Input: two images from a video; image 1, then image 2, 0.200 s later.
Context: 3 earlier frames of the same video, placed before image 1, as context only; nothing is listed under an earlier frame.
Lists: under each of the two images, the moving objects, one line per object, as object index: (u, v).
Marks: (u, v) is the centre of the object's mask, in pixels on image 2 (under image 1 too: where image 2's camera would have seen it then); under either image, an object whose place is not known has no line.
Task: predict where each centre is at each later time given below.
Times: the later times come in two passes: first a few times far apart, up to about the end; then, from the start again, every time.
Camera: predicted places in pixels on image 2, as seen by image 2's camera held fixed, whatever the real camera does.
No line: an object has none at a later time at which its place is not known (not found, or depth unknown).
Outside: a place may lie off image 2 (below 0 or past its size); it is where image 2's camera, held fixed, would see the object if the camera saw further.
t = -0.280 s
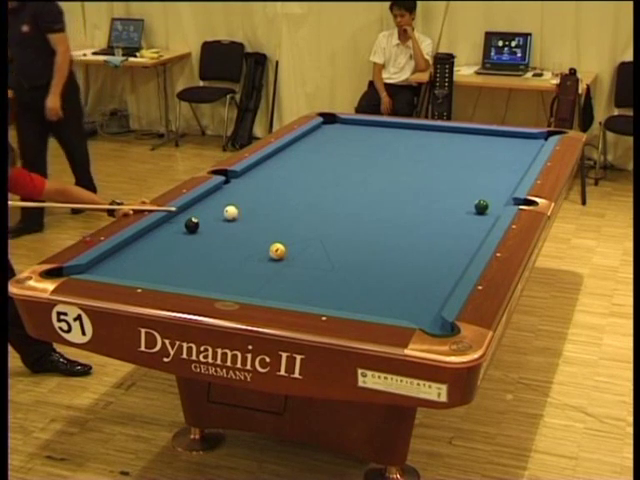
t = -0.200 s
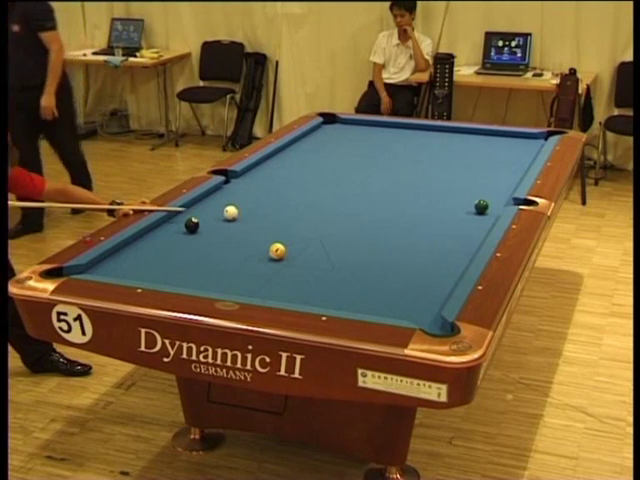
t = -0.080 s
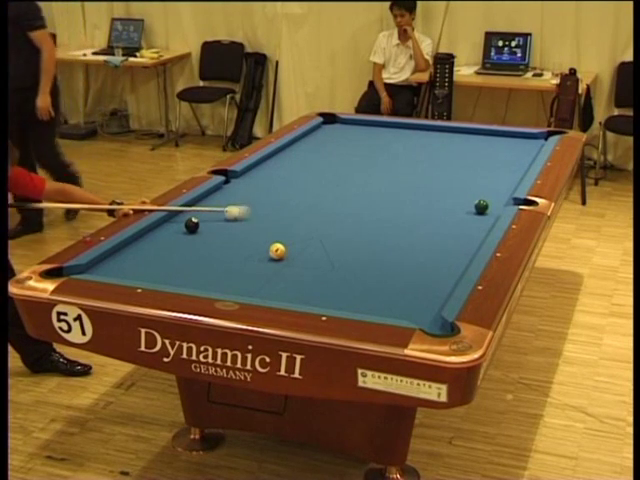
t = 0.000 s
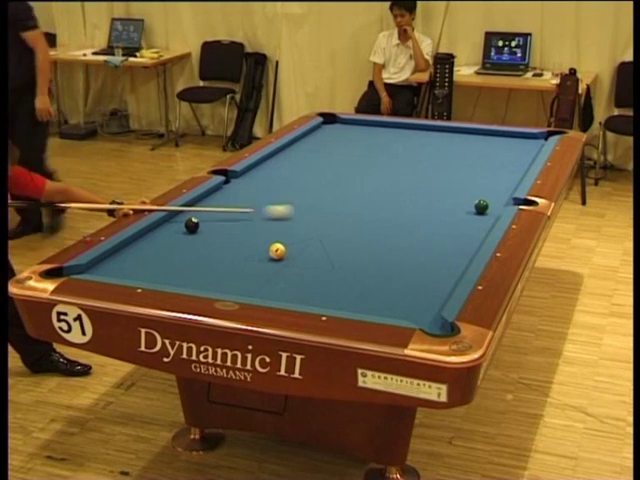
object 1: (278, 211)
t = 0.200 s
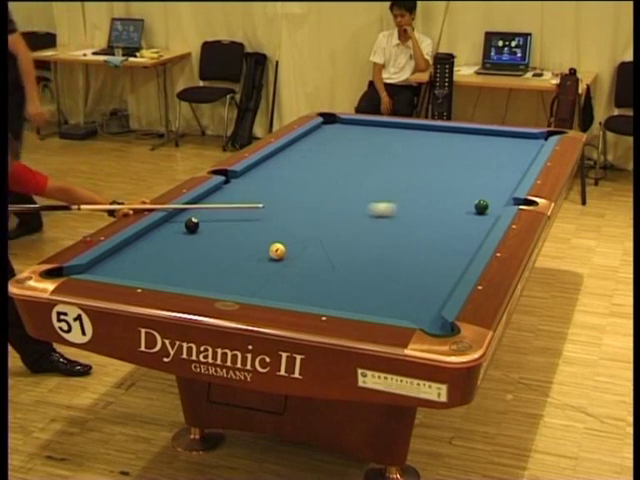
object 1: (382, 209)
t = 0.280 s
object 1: (422, 208)
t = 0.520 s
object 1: (480, 210)
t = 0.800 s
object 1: (483, 210)
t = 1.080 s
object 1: (460, 206)
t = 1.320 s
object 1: (443, 204)
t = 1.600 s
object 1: (423, 201)
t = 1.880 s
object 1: (405, 198)
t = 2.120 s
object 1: (392, 196)
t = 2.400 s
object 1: (376, 194)
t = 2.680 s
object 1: (363, 192)
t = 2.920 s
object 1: (353, 191)
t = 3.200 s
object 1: (342, 189)
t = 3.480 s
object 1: (333, 187)
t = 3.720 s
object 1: (326, 186)
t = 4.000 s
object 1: (319, 186)
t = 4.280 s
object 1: (313, 184)
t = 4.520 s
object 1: (309, 184)
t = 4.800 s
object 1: (306, 183)
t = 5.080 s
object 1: (304, 183)
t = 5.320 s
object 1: (304, 183)
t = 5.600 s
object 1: (303, 183)
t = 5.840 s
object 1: (303, 183)
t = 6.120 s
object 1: (303, 183)
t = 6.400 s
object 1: (303, 182)
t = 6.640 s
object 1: (303, 182)
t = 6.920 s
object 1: (303, 182)
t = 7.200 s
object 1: (303, 182)
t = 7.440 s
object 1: (303, 183)
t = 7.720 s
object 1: (303, 183)
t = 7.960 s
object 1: (303, 183)
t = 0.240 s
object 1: (402, 209)
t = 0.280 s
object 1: (422, 208)
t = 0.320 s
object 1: (442, 208)
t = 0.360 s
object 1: (461, 207)
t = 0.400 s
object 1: (470, 208)
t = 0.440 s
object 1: (472, 209)
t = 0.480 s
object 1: (475, 209)
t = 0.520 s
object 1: (480, 210)
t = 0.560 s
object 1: (485, 211)
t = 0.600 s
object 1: (491, 211)
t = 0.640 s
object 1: (496, 211)
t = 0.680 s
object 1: (494, 211)
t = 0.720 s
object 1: (490, 211)
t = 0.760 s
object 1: (487, 210)
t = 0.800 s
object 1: (483, 210)
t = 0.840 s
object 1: (480, 209)
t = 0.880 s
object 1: (477, 209)
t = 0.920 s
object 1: (473, 208)
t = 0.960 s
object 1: (470, 208)
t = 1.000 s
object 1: (467, 207)
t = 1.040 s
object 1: (464, 207)
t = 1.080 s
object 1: (460, 206)
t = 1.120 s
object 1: (457, 206)
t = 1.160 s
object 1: (455, 206)
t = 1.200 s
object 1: (452, 205)
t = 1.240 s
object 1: (449, 205)
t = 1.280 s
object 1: (446, 204)
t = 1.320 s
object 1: (443, 204)
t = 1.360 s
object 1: (440, 203)
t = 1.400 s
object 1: (437, 203)
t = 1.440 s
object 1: (434, 202)
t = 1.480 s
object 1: (431, 202)
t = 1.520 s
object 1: (429, 202)
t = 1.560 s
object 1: (426, 201)
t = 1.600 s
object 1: (423, 201)
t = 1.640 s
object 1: (420, 201)
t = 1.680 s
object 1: (417, 200)
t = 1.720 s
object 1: (415, 200)
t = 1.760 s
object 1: (413, 200)
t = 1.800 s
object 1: (410, 199)
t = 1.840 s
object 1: (408, 199)
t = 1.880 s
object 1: (405, 198)
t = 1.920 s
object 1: (403, 198)
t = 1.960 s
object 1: (400, 198)
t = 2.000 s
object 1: (398, 197)
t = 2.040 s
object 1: (396, 197)
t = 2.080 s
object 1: (394, 197)
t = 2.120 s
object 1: (392, 196)
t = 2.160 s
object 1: (389, 196)
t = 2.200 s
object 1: (387, 196)
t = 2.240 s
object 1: (384, 195)
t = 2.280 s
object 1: (382, 195)
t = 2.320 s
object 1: (380, 195)
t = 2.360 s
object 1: (378, 195)
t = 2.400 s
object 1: (376, 194)
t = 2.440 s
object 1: (374, 194)
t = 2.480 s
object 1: (372, 194)
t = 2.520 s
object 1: (370, 193)
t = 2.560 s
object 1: (368, 193)
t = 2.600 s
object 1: (366, 193)
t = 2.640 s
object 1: (365, 192)
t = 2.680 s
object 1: (363, 192)
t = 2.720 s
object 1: (361, 192)
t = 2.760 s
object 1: (360, 191)
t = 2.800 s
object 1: (358, 191)
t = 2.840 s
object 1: (356, 191)
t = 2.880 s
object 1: (355, 191)
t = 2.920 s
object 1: (353, 191)
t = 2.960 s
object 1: (351, 190)
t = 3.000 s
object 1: (350, 190)
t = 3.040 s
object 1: (348, 190)
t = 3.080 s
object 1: (346, 190)
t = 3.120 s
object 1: (345, 190)
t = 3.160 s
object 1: (343, 189)
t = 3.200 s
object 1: (342, 189)
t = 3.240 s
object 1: (341, 189)
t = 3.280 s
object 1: (339, 189)
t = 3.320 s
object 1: (338, 188)
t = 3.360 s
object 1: (337, 188)
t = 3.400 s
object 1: (336, 188)
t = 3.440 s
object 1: (334, 188)
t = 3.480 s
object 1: (333, 187)
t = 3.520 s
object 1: (332, 187)
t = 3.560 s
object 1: (330, 187)
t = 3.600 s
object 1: (329, 187)
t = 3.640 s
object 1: (328, 187)
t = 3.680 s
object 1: (327, 187)
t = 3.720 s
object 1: (326, 186)
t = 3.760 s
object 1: (325, 186)
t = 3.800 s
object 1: (324, 186)
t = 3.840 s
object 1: (323, 186)
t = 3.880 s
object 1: (322, 186)
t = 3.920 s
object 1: (321, 186)
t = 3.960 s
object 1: (320, 186)
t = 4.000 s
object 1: (319, 186)
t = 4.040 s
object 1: (318, 185)
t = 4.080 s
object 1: (317, 185)
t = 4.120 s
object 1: (316, 185)
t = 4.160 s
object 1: (315, 185)
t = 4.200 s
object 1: (315, 185)
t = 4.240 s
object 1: (314, 185)
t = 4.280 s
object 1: (313, 184)
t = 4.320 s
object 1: (312, 184)
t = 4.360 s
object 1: (312, 184)
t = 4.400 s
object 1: (311, 184)
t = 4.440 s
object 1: (310, 184)
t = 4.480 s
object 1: (310, 184)
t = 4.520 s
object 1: (309, 184)
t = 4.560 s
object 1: (309, 184)
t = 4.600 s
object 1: (308, 184)
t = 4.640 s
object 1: (308, 184)
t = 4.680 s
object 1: (307, 183)
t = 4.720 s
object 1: (307, 183)
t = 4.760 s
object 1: (306, 183)
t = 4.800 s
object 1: (306, 183)
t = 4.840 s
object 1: (305, 183)
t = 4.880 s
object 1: (305, 183)
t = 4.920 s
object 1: (305, 183)
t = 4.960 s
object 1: (305, 183)
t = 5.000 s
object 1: (304, 183)
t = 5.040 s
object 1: (304, 183)
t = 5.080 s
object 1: (304, 183)
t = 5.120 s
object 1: (304, 183)
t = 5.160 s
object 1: (304, 183)
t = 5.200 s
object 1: (304, 183)
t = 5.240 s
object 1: (304, 183)
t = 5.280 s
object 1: (304, 183)
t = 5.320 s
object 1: (304, 183)
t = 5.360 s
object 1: (304, 183)
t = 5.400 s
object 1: (303, 183)
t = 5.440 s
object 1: (303, 183)
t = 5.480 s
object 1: (303, 183)
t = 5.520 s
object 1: (303, 183)
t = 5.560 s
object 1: (303, 183)
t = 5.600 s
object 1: (303, 183)
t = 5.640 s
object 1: (303, 183)
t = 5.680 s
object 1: (303, 183)
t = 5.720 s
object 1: (303, 183)
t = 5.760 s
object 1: (303, 183)
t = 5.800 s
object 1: (303, 183)
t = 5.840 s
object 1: (303, 183)
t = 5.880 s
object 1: (303, 183)
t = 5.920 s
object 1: (303, 183)
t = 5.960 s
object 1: (303, 183)
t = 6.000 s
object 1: (303, 183)
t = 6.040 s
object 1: (303, 183)
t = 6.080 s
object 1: (303, 183)
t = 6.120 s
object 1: (303, 183)
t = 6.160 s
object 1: (303, 182)
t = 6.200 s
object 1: (303, 183)
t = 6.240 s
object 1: (303, 182)
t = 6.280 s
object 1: (303, 183)
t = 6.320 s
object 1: (303, 182)
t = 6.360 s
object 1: (303, 182)
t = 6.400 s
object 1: (303, 182)
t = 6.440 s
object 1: (303, 182)
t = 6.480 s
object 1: (303, 183)
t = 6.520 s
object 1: (303, 182)
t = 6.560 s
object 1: (303, 182)
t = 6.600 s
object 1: (303, 182)
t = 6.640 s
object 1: (303, 182)
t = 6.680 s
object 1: (303, 182)
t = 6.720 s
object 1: (303, 182)
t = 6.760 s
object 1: (303, 183)
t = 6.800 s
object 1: (303, 182)
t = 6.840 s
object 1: (303, 182)
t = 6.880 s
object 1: (303, 182)
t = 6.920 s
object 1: (303, 182)
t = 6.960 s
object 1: (303, 182)
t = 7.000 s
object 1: (303, 182)
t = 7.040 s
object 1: (303, 182)
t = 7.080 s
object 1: (303, 182)
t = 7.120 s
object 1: (303, 182)
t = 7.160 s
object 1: (303, 182)
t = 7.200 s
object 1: (303, 182)
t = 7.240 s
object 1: (303, 182)
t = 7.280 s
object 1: (303, 183)
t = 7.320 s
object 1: (303, 183)
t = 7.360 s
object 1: (303, 183)
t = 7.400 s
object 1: (303, 183)
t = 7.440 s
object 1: (303, 183)
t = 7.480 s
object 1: (303, 183)
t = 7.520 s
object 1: (303, 183)
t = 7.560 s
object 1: (303, 183)
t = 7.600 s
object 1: (303, 183)
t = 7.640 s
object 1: (303, 183)
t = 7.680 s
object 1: (303, 183)
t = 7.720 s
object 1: (303, 183)
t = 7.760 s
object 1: (303, 183)
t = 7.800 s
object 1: (303, 183)
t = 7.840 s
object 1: (303, 183)
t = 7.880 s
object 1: (303, 183)
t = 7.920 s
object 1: (303, 183)
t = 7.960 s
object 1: (303, 183)
